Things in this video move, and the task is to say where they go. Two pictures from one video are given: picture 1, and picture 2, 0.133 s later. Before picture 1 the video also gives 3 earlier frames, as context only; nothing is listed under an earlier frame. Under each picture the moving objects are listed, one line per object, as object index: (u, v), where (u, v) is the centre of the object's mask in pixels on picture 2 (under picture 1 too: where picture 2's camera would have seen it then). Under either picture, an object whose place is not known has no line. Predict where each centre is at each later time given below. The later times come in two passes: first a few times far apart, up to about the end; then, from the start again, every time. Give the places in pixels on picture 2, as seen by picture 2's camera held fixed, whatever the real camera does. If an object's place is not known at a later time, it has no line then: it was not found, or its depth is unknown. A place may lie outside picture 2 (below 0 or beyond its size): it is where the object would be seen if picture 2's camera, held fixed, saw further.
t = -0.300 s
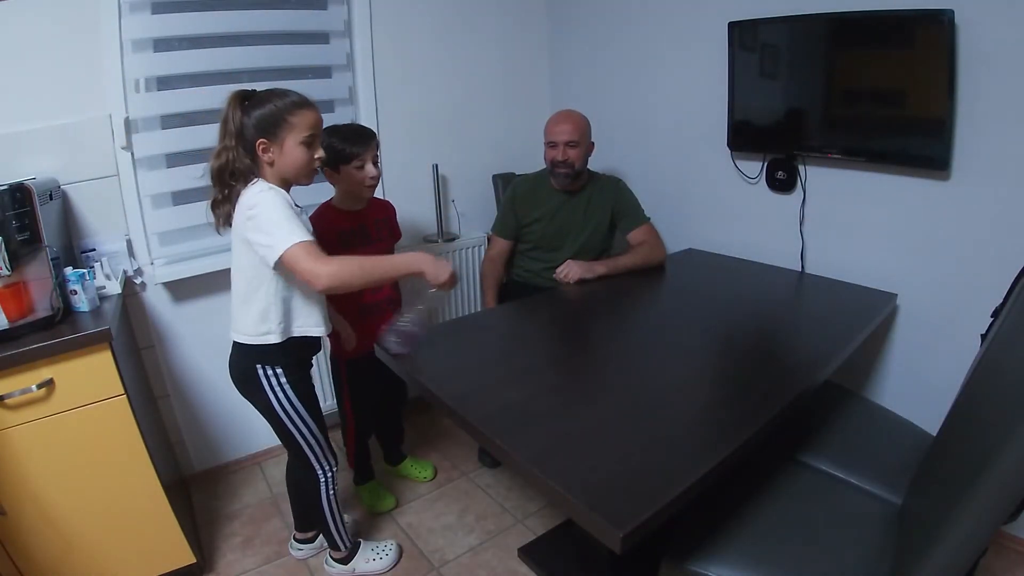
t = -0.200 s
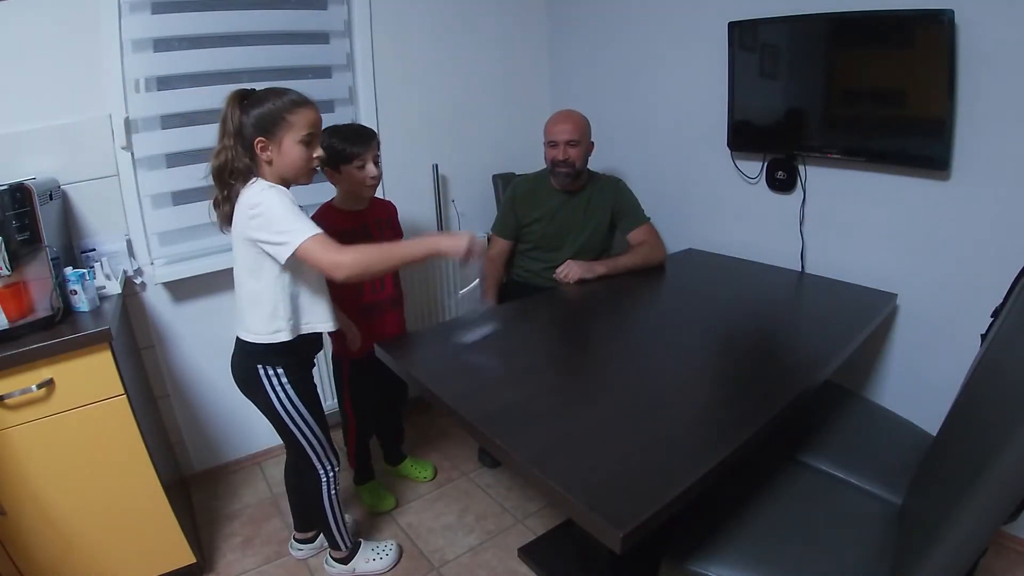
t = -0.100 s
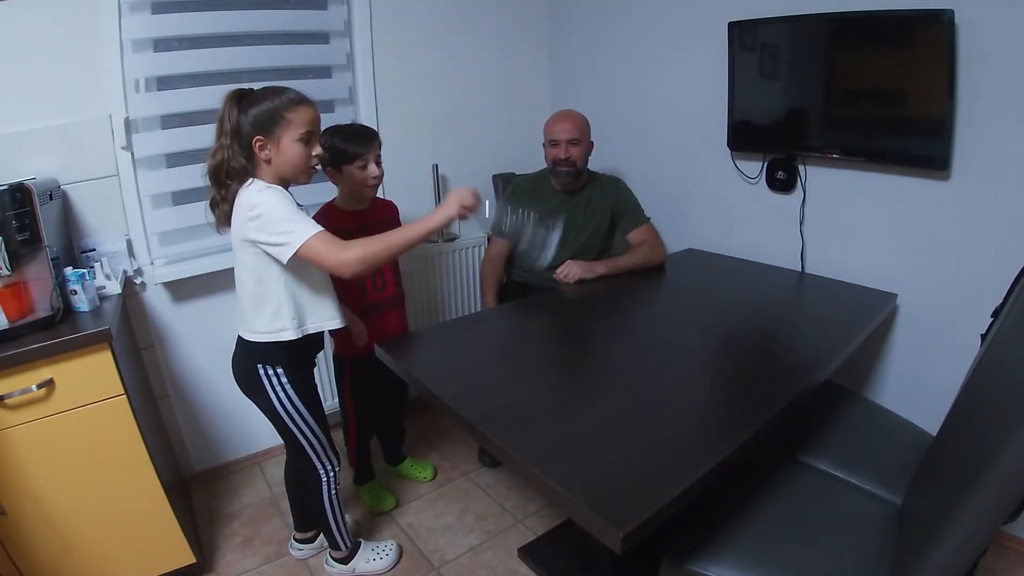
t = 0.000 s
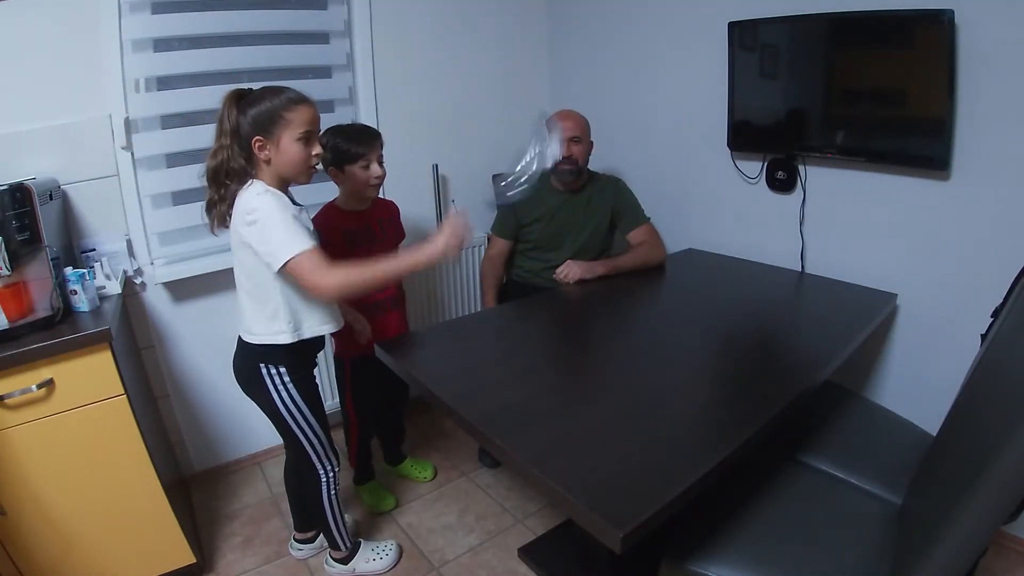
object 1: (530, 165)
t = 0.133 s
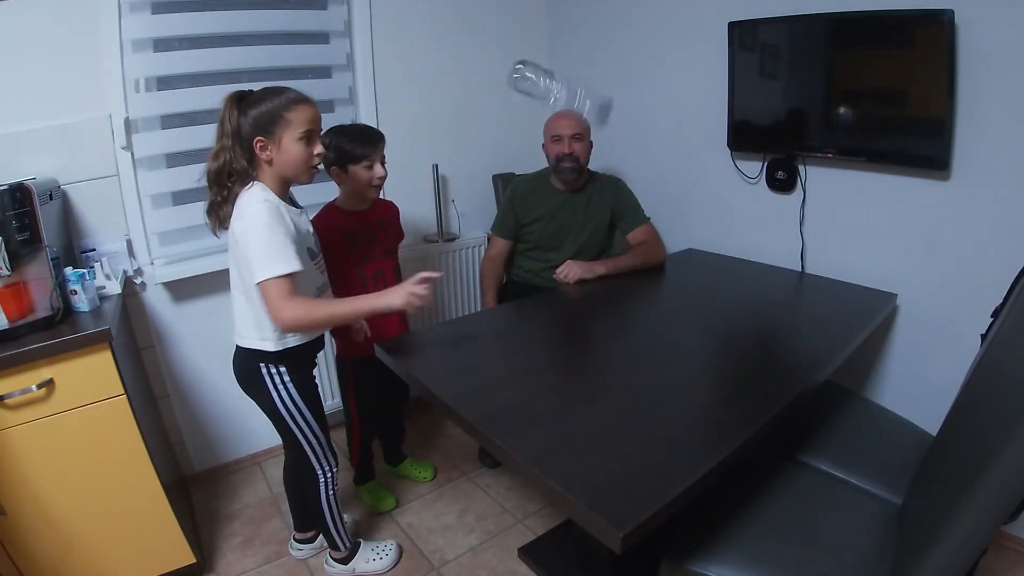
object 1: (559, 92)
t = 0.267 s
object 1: (552, 101)
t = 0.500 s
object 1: (543, 309)
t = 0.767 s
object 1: (523, 334)
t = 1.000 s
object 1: (517, 359)
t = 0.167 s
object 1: (558, 84)
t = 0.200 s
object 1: (556, 82)
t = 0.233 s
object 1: (553, 89)
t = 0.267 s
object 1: (552, 101)
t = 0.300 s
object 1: (551, 120)
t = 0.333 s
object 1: (548, 150)
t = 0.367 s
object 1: (545, 187)
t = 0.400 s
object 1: (546, 222)
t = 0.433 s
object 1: (545, 259)
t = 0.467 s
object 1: (544, 304)
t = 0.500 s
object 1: (543, 309)
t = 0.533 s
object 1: (543, 309)
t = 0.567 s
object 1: (541, 310)
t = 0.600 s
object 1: (539, 312)
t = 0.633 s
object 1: (537, 313)
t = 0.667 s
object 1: (535, 315)
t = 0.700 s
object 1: (531, 317)
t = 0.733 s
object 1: (528, 323)
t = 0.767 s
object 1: (523, 334)
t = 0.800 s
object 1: (520, 352)
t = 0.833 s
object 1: (521, 357)
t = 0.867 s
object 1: (520, 357)
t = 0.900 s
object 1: (519, 360)
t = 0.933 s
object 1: (519, 359)
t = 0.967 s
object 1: (518, 359)
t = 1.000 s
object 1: (517, 359)
